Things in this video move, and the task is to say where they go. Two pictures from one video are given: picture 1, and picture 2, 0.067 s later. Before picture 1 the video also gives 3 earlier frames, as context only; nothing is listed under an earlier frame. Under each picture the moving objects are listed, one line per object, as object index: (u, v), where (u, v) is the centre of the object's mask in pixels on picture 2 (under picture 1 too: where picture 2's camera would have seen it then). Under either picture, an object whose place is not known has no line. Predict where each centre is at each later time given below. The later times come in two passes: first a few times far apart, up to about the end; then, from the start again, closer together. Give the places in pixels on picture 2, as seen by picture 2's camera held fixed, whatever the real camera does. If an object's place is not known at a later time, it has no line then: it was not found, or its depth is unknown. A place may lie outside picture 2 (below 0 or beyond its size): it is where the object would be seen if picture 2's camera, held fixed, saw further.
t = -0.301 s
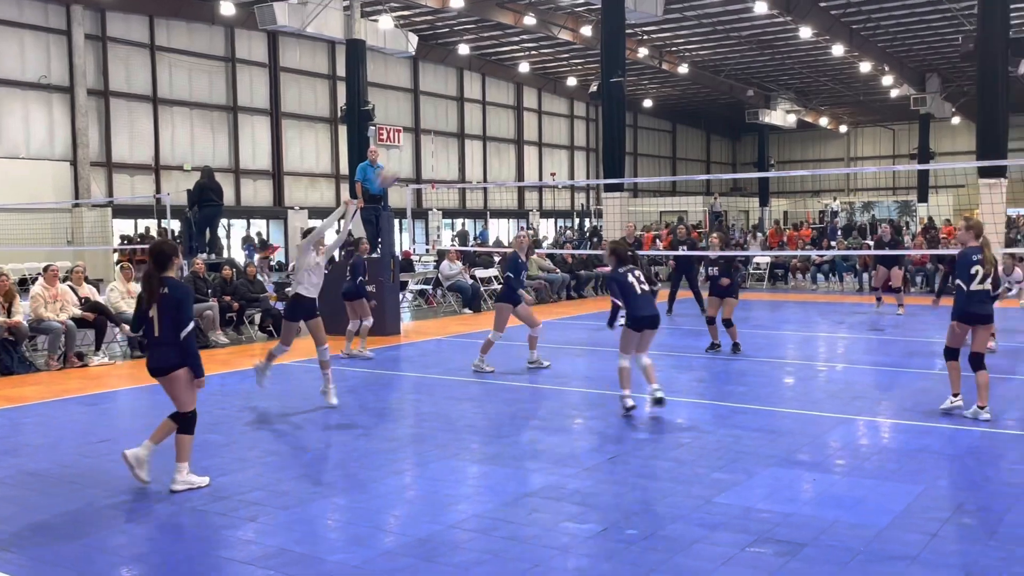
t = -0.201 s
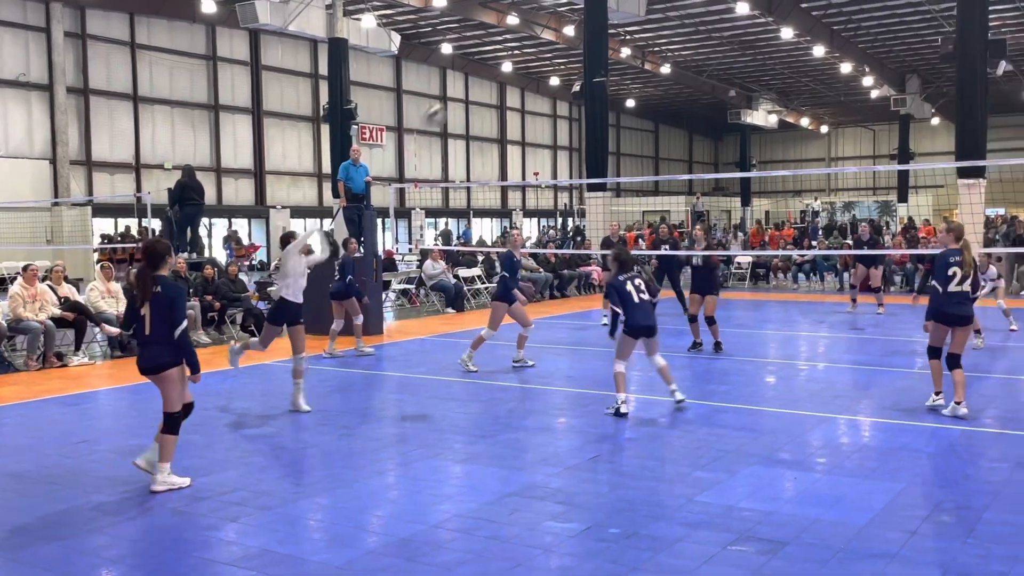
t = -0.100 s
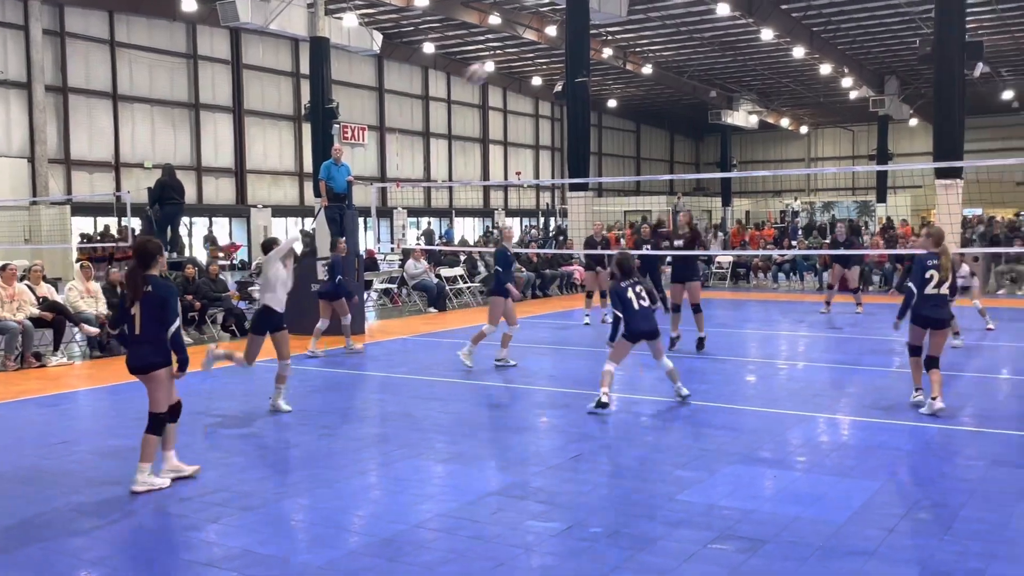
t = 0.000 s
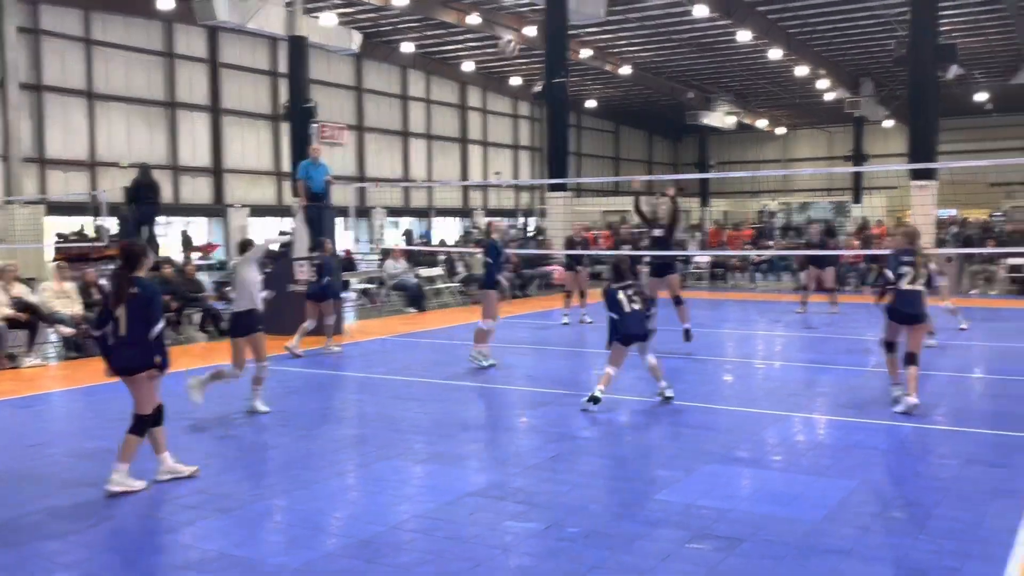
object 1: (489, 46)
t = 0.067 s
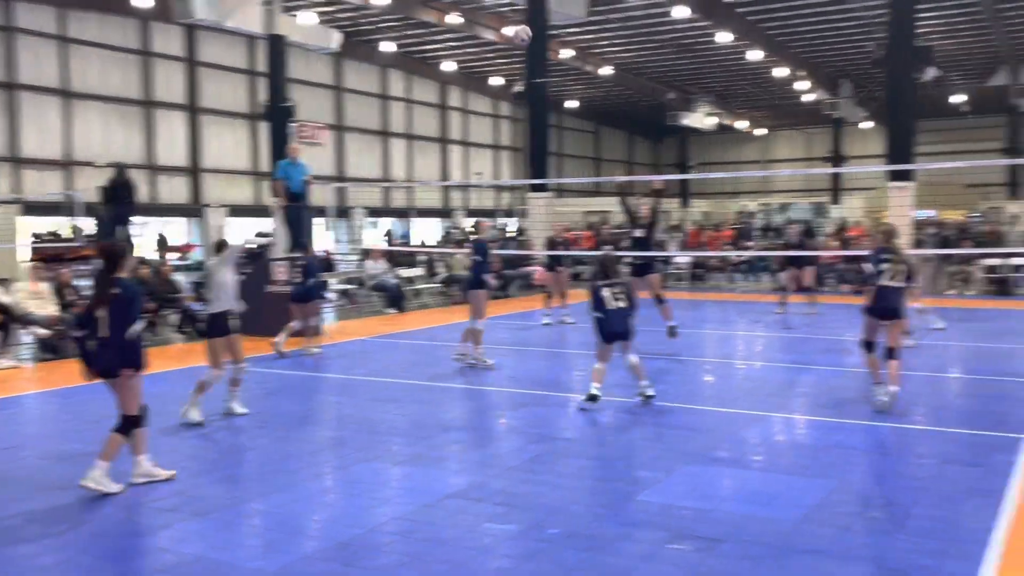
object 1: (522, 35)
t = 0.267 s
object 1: (609, 26)
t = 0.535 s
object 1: (702, 66)
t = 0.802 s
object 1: (775, 148)
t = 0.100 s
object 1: (538, 31)
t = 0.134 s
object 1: (553, 28)
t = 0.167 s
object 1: (568, 26)
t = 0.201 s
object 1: (582, 25)
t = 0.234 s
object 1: (596, 24)
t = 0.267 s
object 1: (609, 26)
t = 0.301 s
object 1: (622, 28)
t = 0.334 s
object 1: (635, 31)
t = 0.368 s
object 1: (647, 35)
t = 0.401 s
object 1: (658, 41)
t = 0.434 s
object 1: (669, 46)
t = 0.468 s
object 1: (681, 52)
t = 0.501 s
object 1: (692, 59)
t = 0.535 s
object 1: (702, 66)
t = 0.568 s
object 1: (712, 75)
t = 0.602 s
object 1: (722, 84)
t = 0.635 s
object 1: (731, 93)
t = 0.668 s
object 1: (740, 104)
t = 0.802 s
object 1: (775, 148)
